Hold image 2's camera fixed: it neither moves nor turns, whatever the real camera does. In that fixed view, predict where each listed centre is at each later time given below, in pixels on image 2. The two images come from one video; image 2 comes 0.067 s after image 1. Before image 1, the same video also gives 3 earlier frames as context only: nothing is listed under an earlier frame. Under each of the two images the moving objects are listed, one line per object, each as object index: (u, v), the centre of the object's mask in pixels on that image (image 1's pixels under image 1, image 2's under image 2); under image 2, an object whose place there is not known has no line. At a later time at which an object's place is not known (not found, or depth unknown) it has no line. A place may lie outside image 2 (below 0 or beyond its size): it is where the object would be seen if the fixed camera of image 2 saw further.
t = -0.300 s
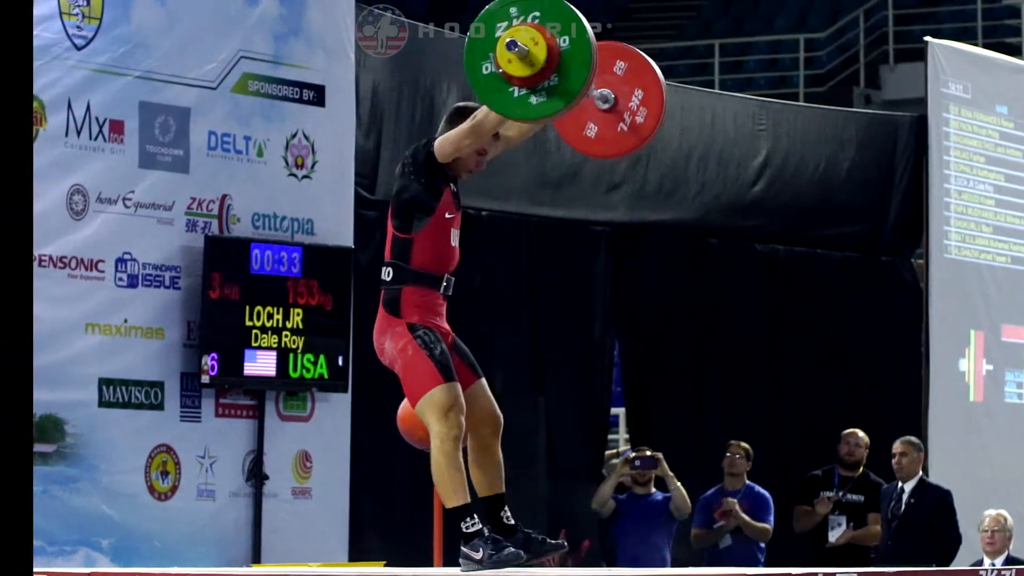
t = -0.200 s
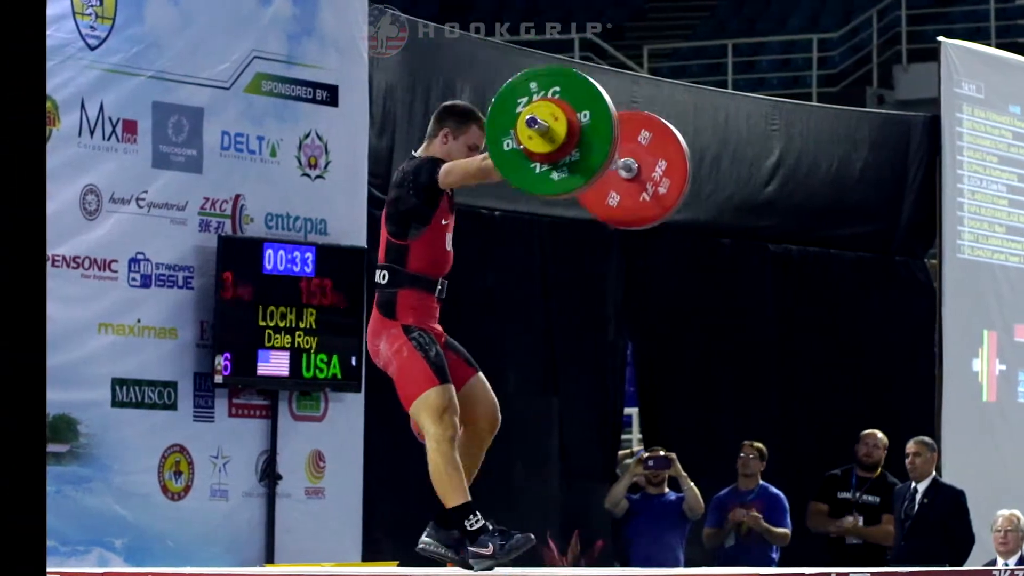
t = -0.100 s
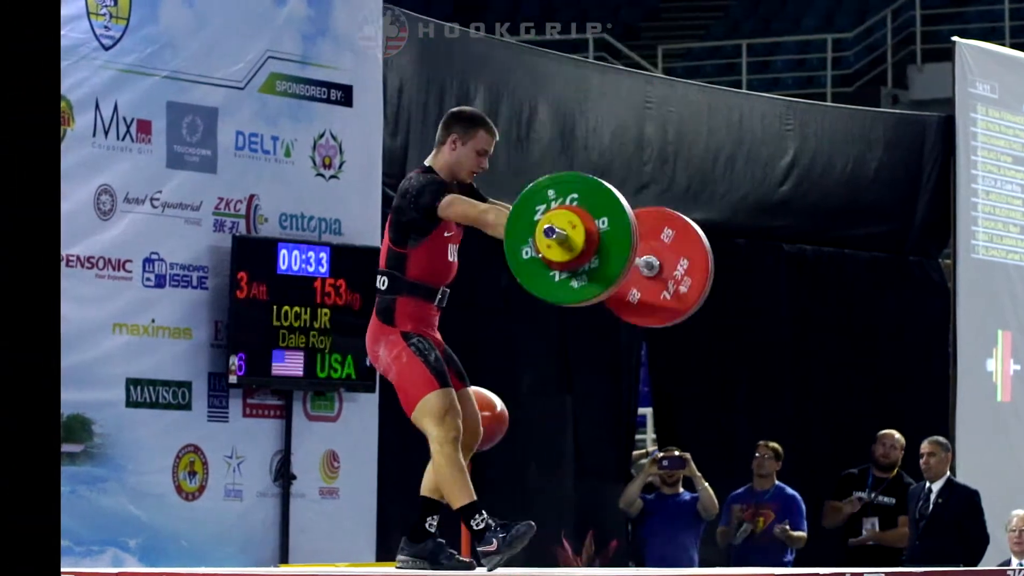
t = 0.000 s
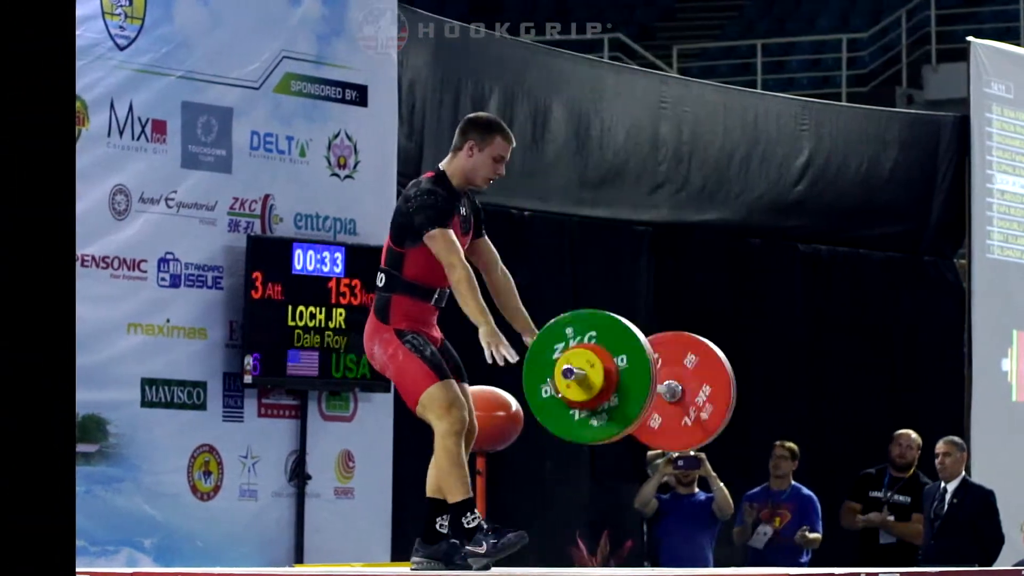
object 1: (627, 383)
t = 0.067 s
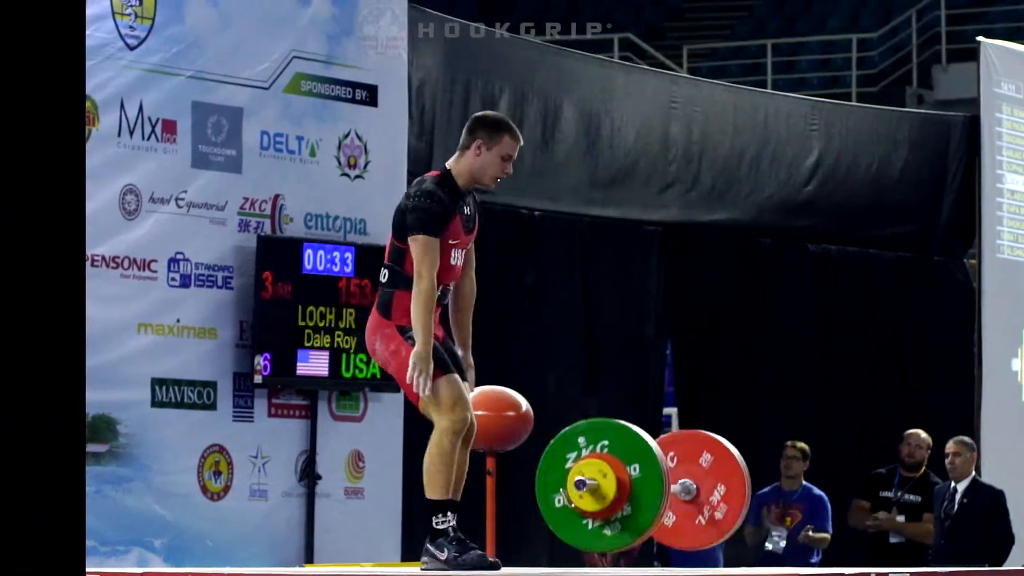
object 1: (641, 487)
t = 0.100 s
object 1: (639, 508)
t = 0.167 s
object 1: (637, 460)
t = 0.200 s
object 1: (638, 439)
